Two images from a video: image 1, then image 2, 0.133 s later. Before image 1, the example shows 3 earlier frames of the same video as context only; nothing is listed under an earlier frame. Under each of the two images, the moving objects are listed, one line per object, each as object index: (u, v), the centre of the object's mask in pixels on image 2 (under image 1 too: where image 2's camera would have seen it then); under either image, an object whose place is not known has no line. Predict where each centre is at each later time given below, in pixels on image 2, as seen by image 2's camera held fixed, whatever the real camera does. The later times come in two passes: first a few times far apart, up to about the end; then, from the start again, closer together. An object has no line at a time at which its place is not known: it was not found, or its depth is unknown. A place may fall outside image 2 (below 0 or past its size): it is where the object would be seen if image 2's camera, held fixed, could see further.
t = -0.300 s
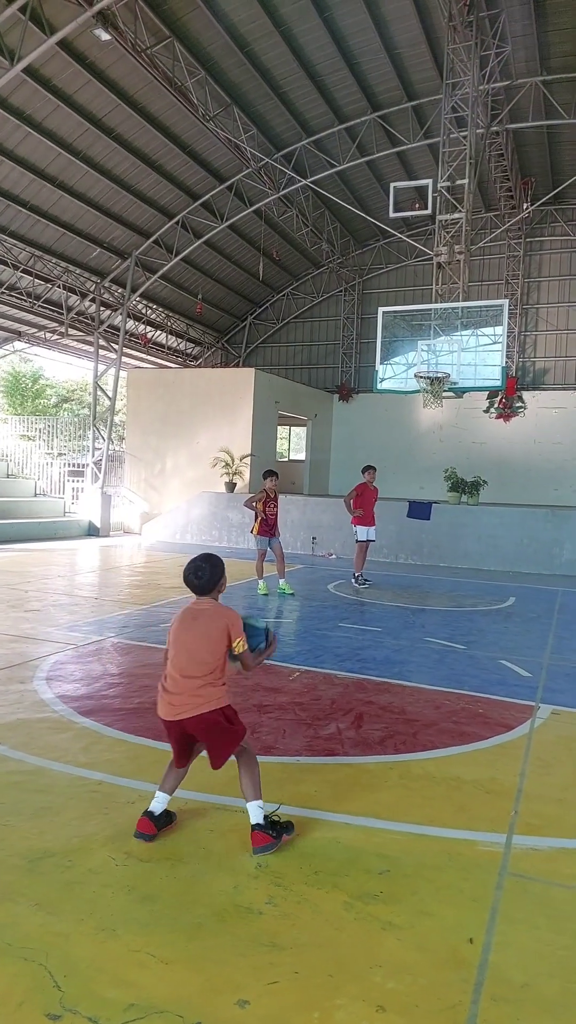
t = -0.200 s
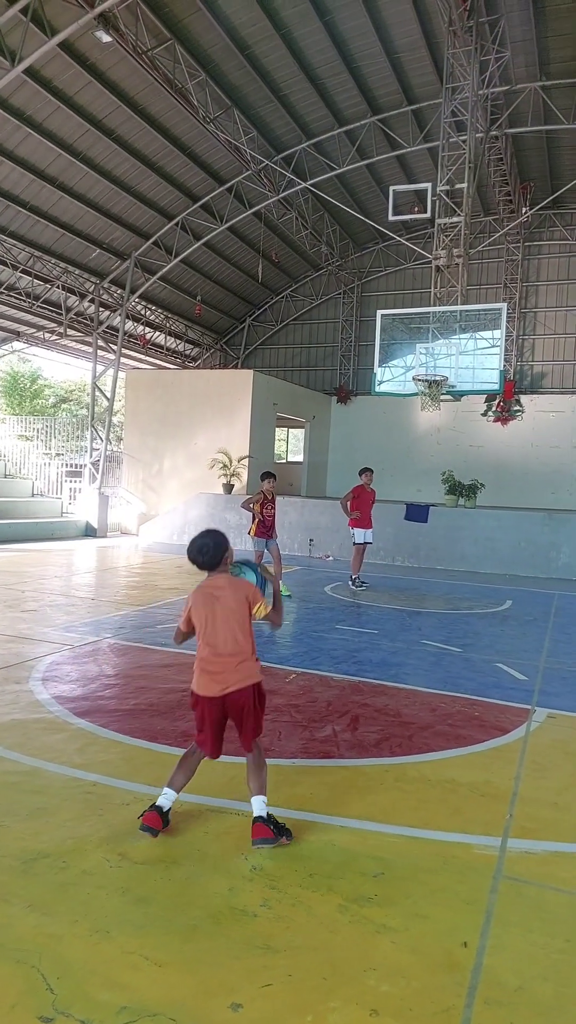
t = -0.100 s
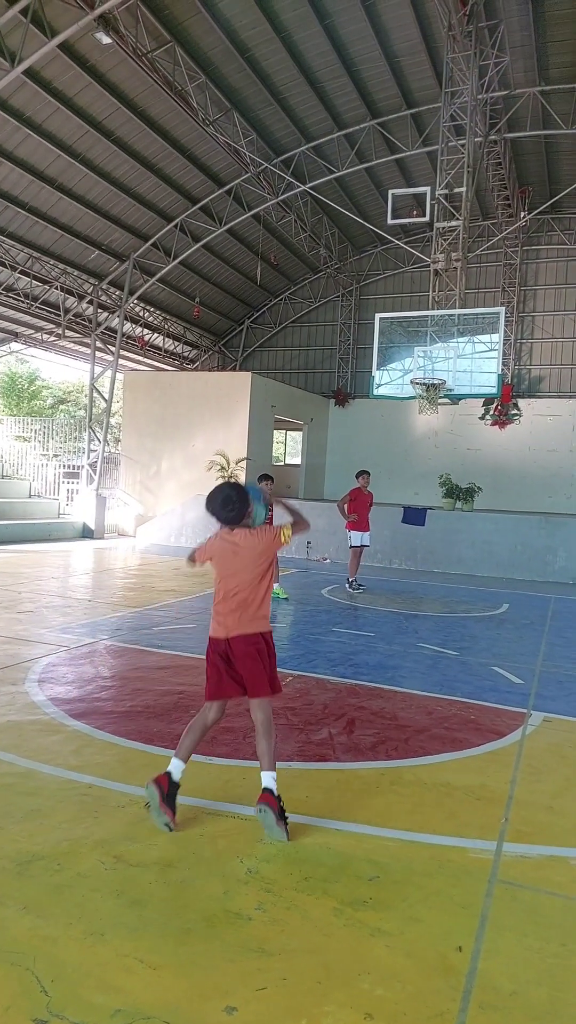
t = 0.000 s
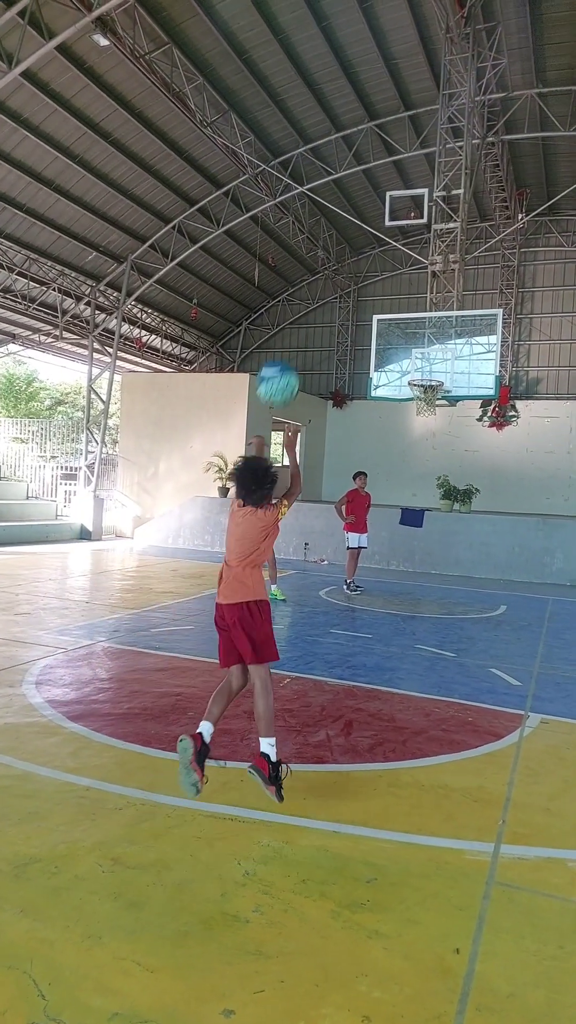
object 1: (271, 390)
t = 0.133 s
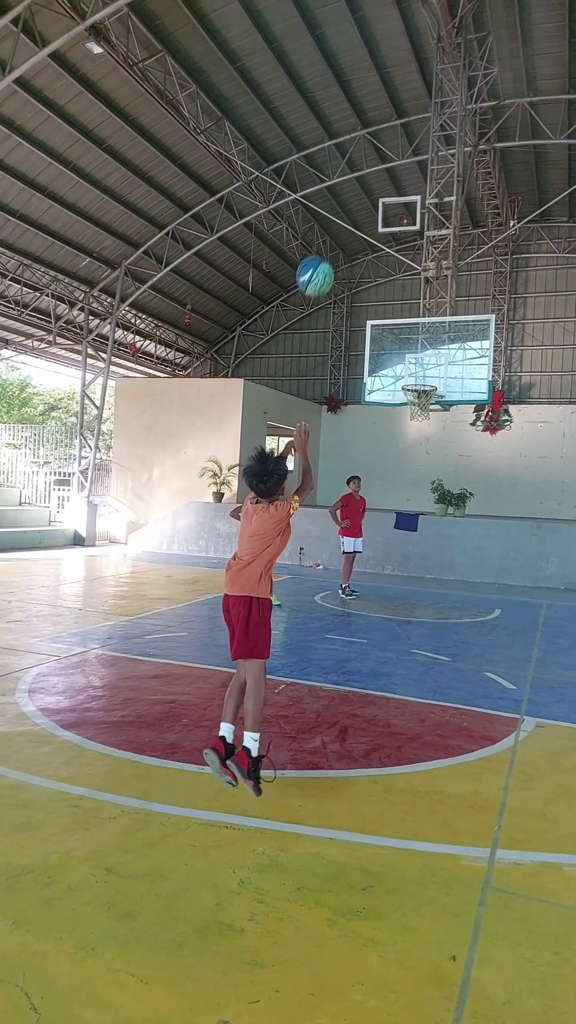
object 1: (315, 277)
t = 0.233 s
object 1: (338, 230)
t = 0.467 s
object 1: (377, 193)
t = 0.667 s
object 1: (395, 214)
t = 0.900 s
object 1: (410, 275)
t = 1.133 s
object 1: (417, 359)
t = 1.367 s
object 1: (418, 411)
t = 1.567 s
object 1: (416, 446)
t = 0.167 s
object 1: (323, 258)
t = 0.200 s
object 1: (331, 243)
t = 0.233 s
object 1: (338, 230)
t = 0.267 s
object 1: (345, 219)
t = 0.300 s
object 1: (351, 211)
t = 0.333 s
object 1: (357, 204)
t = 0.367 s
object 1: (363, 199)
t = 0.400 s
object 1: (368, 196)
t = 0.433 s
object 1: (372, 193)
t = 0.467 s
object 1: (377, 193)
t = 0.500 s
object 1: (381, 194)
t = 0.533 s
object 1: (385, 196)
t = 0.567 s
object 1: (388, 199)
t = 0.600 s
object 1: (391, 204)
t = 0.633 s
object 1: (394, 209)
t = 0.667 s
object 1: (395, 214)
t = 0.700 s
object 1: (399, 221)
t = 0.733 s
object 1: (401, 228)
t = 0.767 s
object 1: (403, 237)
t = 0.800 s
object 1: (406, 244)
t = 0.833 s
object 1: (406, 255)
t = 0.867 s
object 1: (408, 265)
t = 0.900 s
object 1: (410, 275)
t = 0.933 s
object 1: (411, 286)
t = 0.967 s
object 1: (412, 297)
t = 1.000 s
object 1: (414, 309)
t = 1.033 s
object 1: (414, 321)
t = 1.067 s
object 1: (415, 334)
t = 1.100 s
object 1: (417, 346)
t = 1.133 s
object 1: (417, 359)
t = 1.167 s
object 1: (418, 373)
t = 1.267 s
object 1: (418, 403)
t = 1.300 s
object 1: (418, 405)
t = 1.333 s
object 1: (419, 406)
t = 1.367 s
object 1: (418, 411)
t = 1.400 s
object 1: (418, 413)
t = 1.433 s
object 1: (418, 419)
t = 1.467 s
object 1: (417, 425)
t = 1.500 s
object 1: (417, 431)
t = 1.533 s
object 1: (416, 438)
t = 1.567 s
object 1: (416, 446)
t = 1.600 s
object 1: (415, 454)
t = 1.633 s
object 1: (414, 464)
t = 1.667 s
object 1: (414, 473)
